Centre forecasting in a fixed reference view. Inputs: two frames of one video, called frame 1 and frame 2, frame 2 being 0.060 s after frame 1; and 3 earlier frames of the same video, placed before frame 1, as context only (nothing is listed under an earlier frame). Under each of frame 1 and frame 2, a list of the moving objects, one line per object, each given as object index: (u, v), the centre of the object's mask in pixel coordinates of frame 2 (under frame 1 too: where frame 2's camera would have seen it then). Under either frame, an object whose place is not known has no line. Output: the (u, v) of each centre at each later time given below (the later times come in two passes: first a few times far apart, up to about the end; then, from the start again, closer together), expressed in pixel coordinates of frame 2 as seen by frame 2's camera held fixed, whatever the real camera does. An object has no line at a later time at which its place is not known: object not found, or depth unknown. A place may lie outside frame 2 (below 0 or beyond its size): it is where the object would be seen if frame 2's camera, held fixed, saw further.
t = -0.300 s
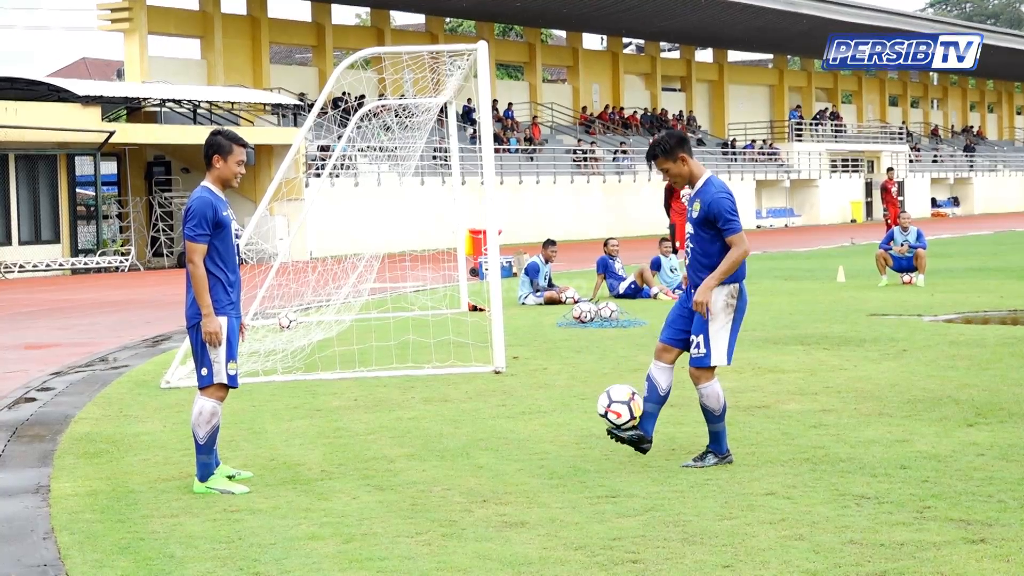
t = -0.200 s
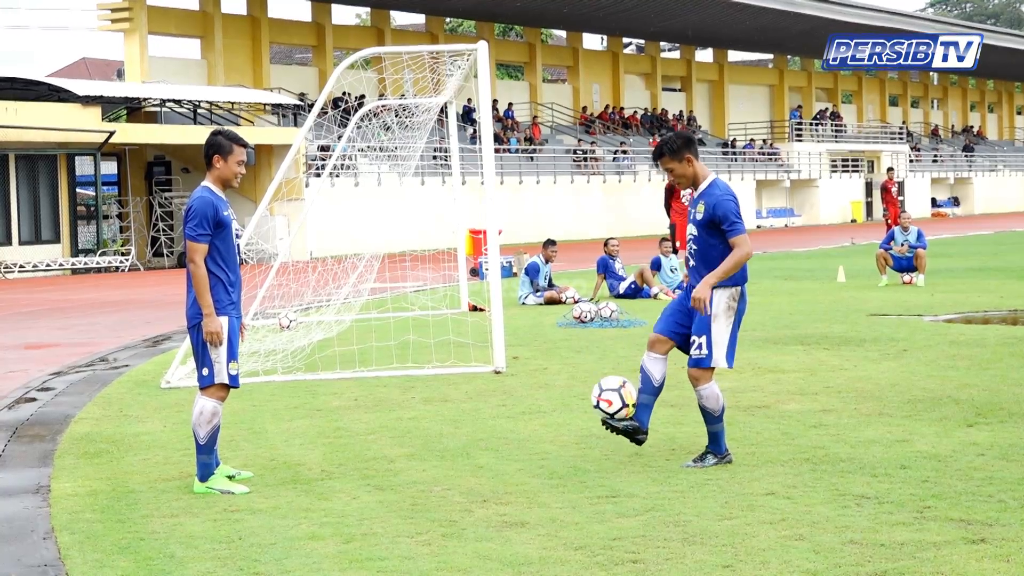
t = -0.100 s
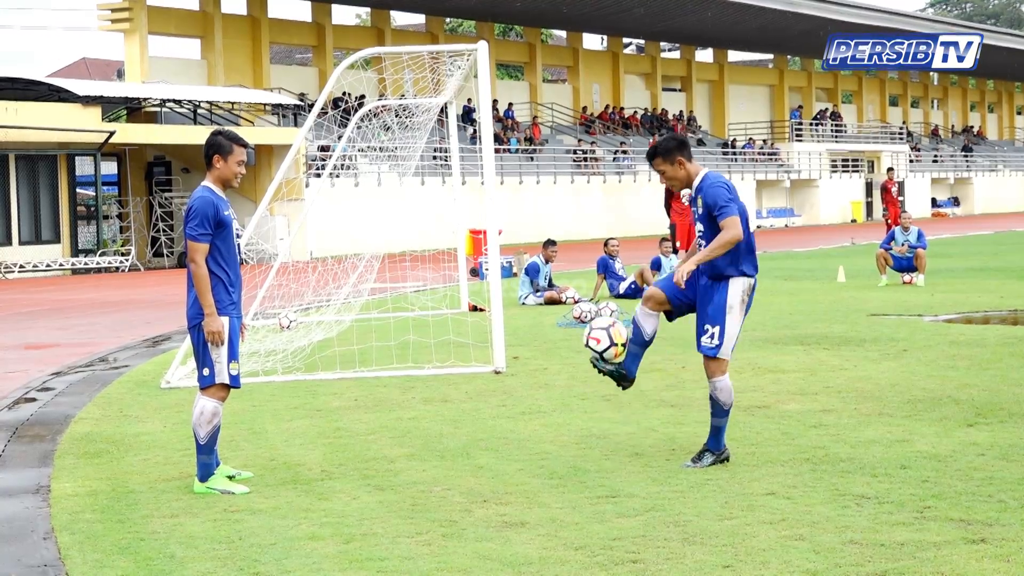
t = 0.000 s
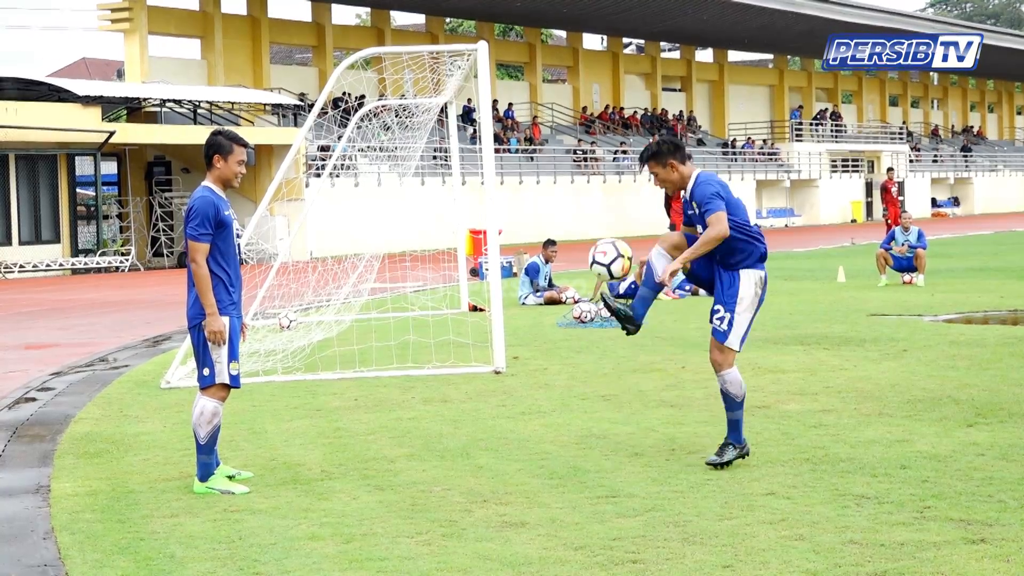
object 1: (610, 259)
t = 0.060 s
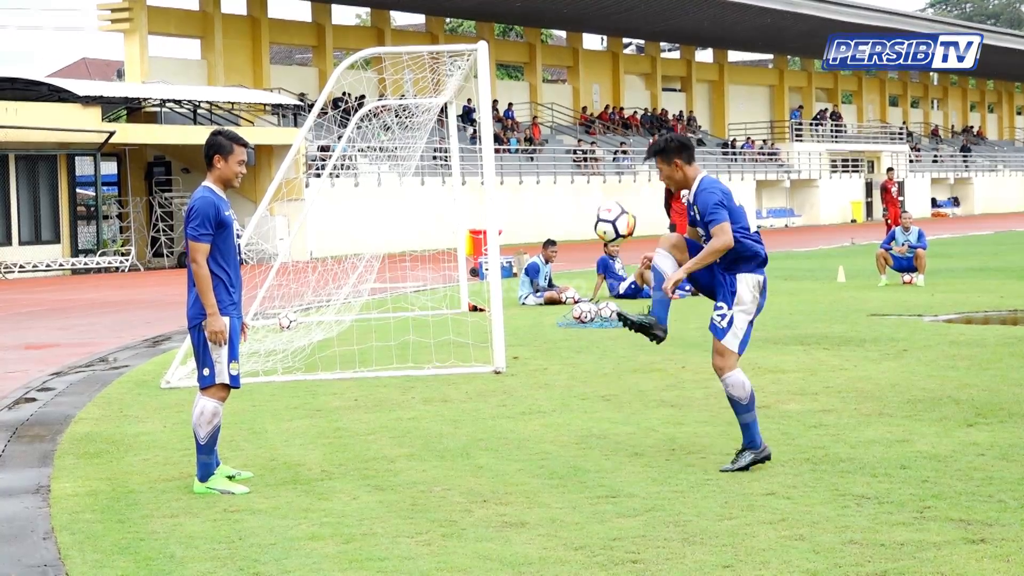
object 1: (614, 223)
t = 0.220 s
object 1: (625, 156)
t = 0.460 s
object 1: (642, 151)
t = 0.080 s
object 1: (616, 212)
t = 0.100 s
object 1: (617, 202)
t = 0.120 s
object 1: (619, 191)
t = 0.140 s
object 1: (620, 182)
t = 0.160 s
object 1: (621, 175)
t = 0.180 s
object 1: (622, 168)
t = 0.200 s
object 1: (623, 161)
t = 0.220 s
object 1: (625, 156)
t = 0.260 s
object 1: (628, 147)
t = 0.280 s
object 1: (629, 144)
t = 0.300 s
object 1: (631, 142)
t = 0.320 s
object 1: (632, 140)
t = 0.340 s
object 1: (633, 139)
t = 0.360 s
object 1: (635, 140)
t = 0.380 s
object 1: (637, 141)
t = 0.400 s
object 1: (638, 142)
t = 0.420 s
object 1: (640, 144)
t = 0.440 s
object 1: (641, 148)
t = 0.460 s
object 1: (642, 151)
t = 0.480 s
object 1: (644, 155)
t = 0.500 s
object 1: (646, 161)
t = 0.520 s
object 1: (648, 167)
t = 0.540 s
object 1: (649, 173)
